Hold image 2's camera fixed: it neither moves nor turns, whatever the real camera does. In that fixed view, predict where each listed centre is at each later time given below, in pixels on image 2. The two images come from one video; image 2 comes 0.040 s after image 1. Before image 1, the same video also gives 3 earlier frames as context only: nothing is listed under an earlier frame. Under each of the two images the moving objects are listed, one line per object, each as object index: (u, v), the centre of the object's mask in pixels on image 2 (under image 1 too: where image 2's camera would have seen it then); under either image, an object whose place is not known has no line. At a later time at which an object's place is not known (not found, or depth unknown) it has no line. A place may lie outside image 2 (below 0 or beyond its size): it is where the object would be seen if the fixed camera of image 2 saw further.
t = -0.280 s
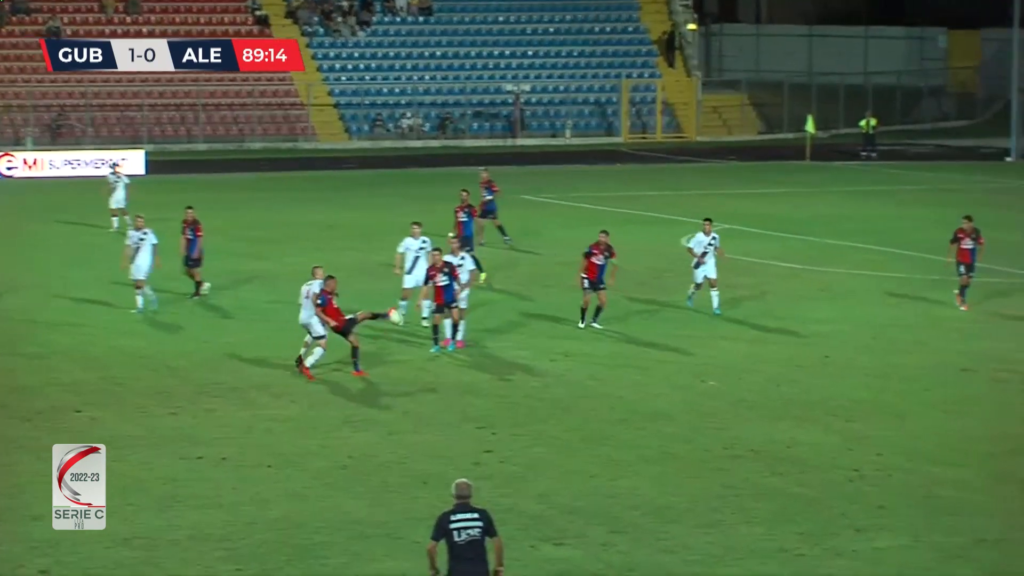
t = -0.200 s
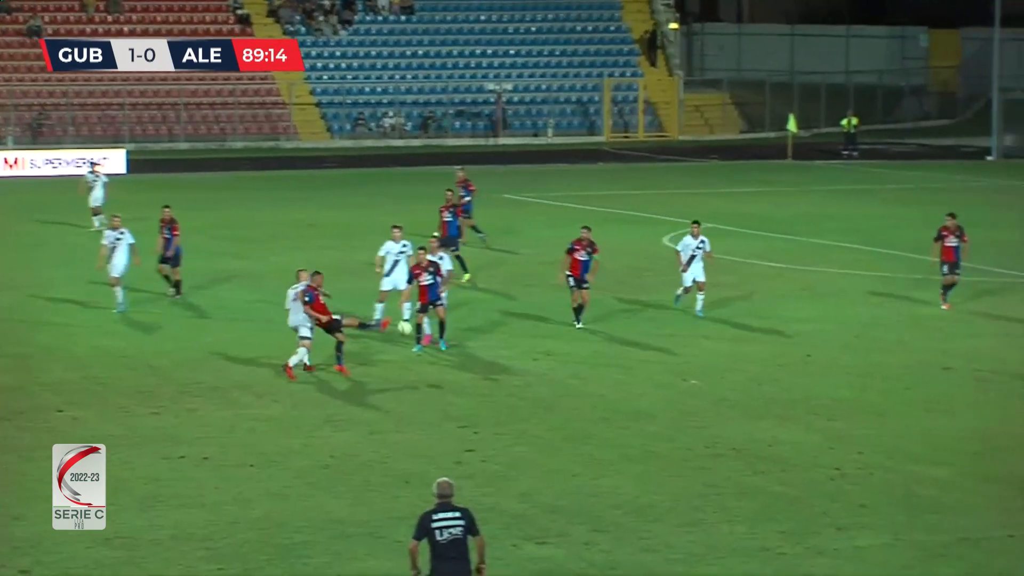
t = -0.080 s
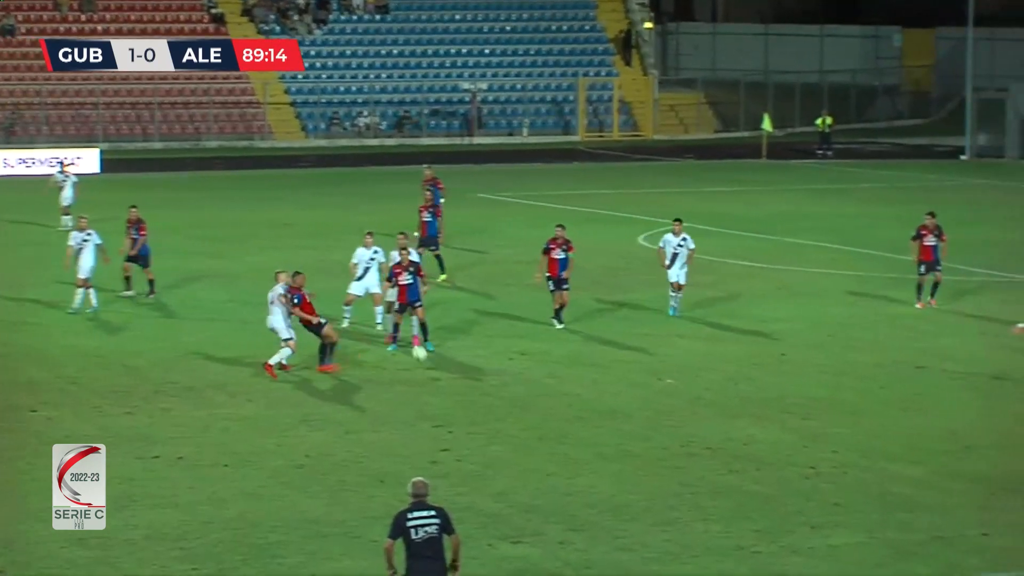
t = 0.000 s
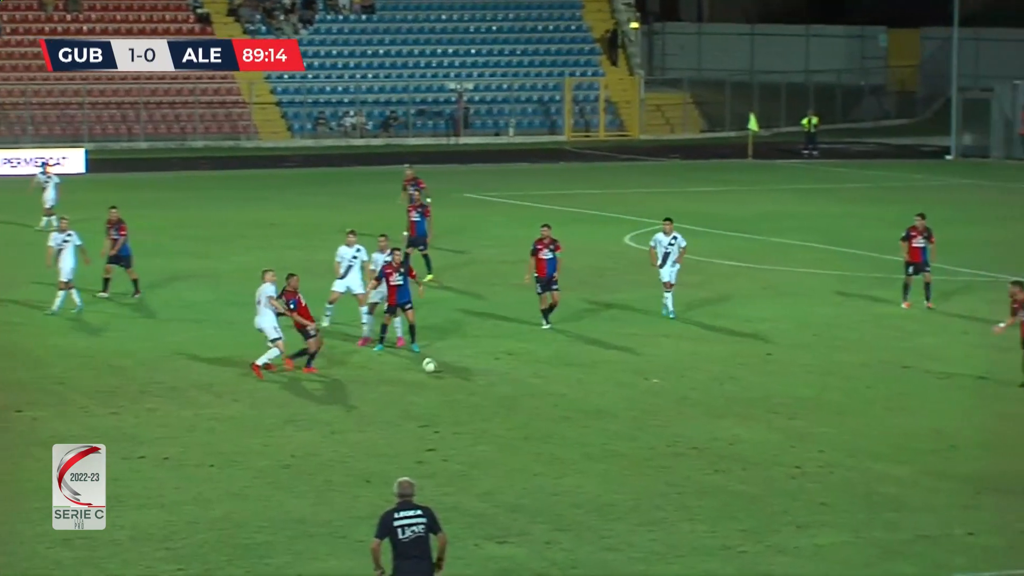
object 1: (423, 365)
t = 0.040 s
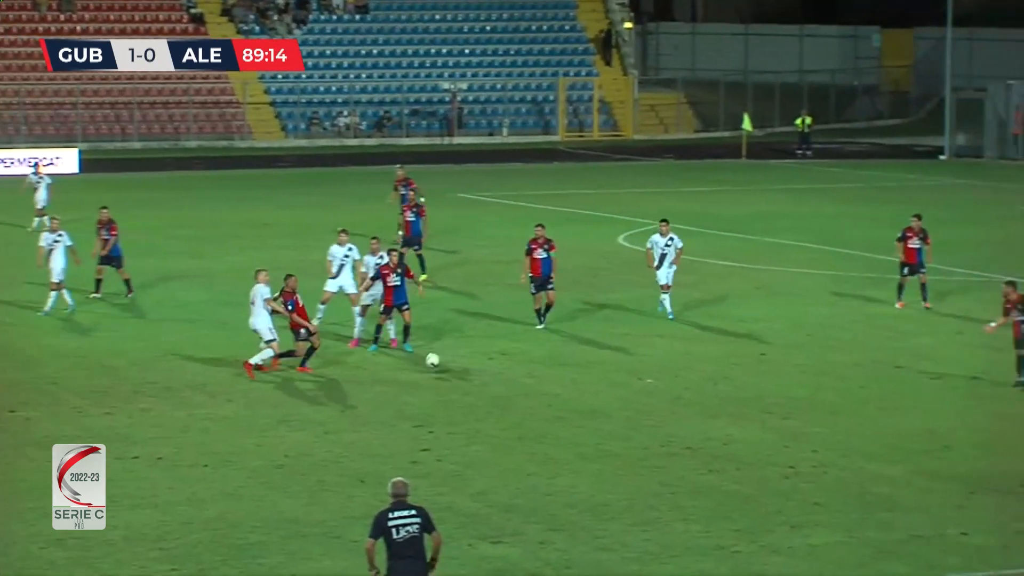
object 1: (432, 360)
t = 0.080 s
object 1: (441, 357)
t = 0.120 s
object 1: (451, 353)
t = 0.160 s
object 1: (459, 351)
